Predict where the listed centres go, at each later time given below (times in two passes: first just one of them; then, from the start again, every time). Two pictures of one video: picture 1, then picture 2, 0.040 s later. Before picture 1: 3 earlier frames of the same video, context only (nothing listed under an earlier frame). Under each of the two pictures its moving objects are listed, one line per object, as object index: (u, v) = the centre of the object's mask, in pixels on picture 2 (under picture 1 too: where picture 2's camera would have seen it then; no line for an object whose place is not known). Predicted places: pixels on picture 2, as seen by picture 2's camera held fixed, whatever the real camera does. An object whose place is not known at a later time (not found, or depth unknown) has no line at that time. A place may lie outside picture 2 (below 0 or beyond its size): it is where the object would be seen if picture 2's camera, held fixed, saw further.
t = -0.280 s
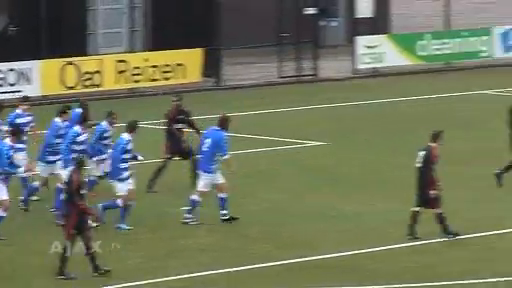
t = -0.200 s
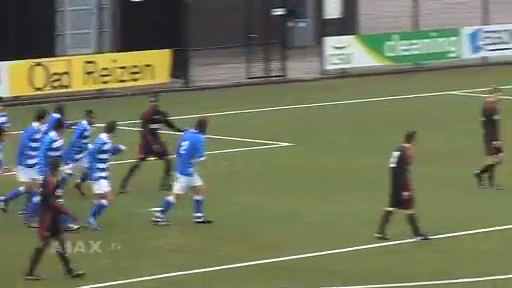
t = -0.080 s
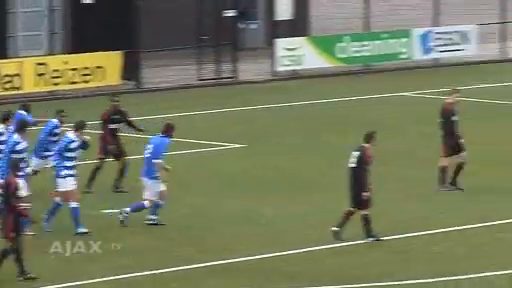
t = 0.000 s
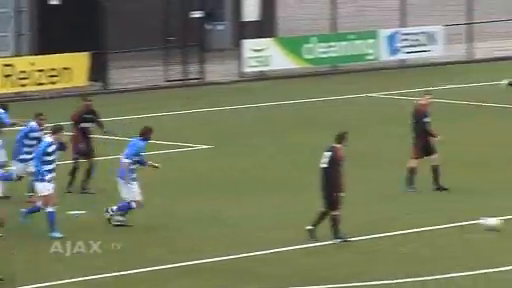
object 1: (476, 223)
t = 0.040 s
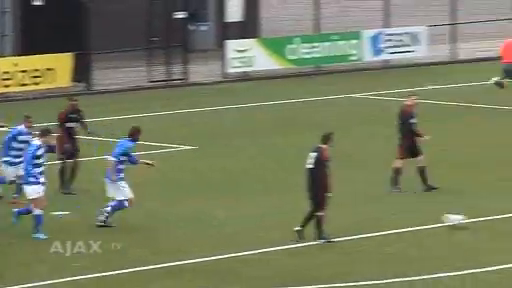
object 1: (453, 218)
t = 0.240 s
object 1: (357, 212)
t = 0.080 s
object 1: (434, 217)
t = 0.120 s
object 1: (414, 215)
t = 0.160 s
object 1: (394, 214)
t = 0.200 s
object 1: (374, 214)
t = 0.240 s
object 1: (357, 212)
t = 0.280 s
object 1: (342, 210)
